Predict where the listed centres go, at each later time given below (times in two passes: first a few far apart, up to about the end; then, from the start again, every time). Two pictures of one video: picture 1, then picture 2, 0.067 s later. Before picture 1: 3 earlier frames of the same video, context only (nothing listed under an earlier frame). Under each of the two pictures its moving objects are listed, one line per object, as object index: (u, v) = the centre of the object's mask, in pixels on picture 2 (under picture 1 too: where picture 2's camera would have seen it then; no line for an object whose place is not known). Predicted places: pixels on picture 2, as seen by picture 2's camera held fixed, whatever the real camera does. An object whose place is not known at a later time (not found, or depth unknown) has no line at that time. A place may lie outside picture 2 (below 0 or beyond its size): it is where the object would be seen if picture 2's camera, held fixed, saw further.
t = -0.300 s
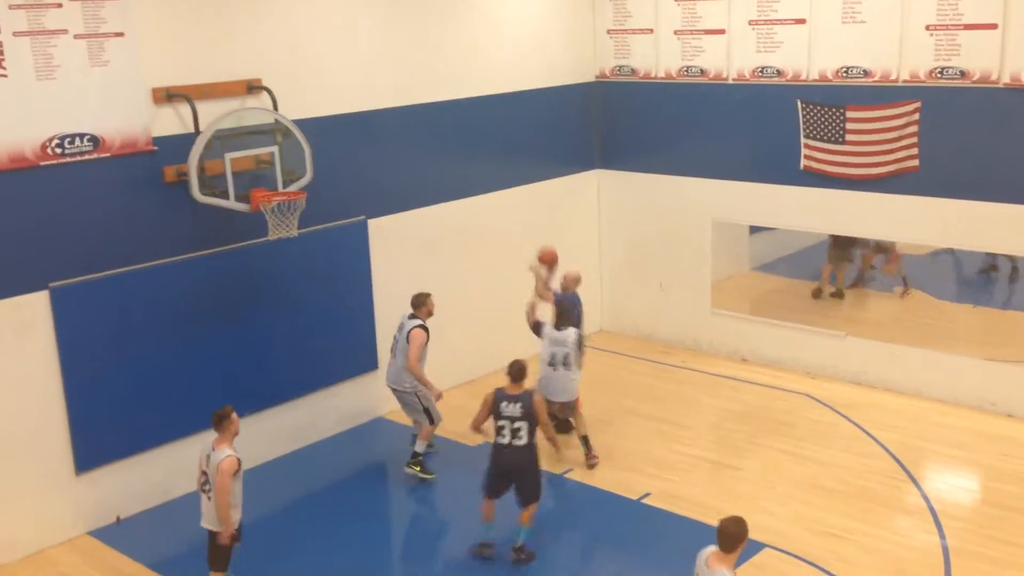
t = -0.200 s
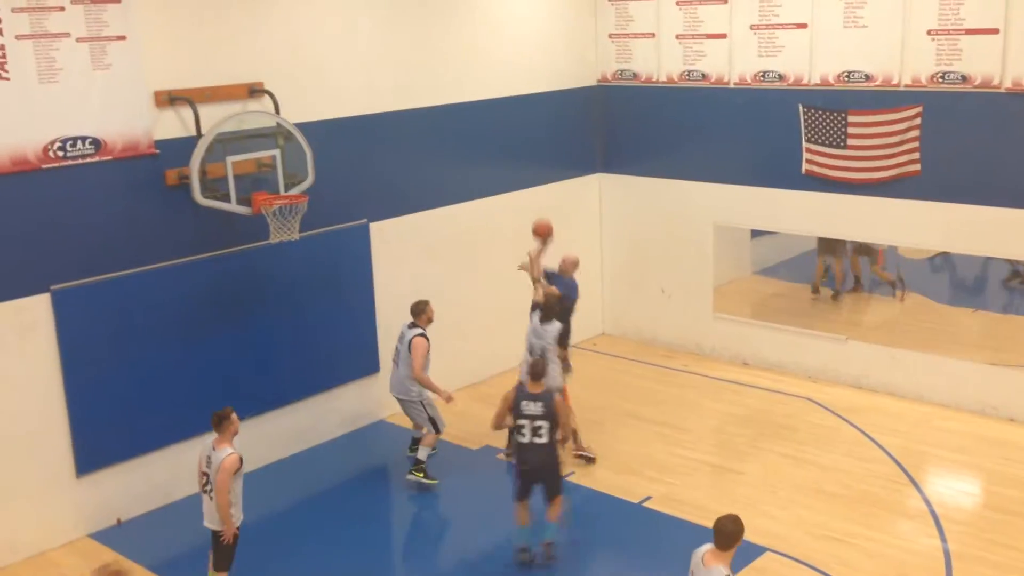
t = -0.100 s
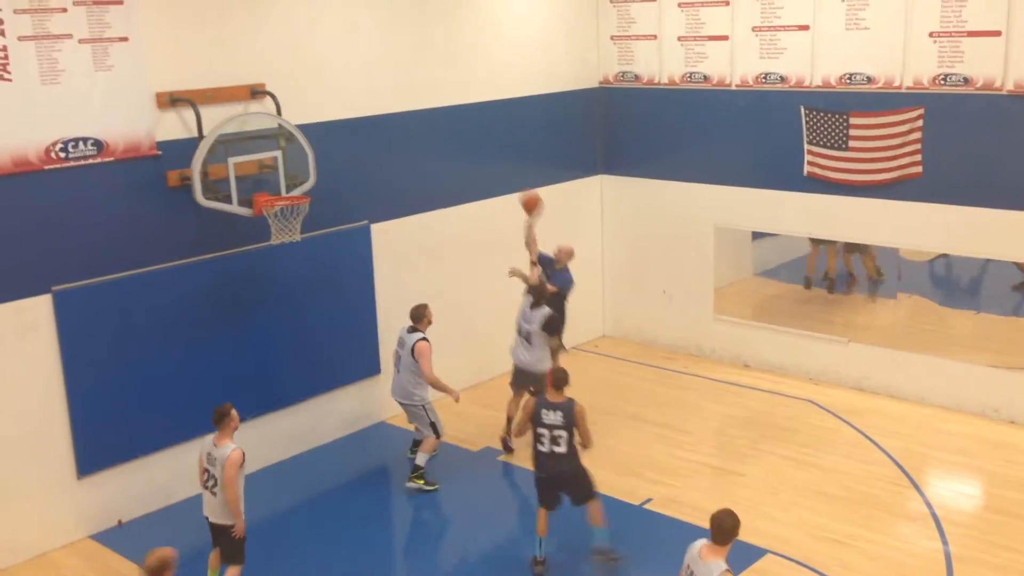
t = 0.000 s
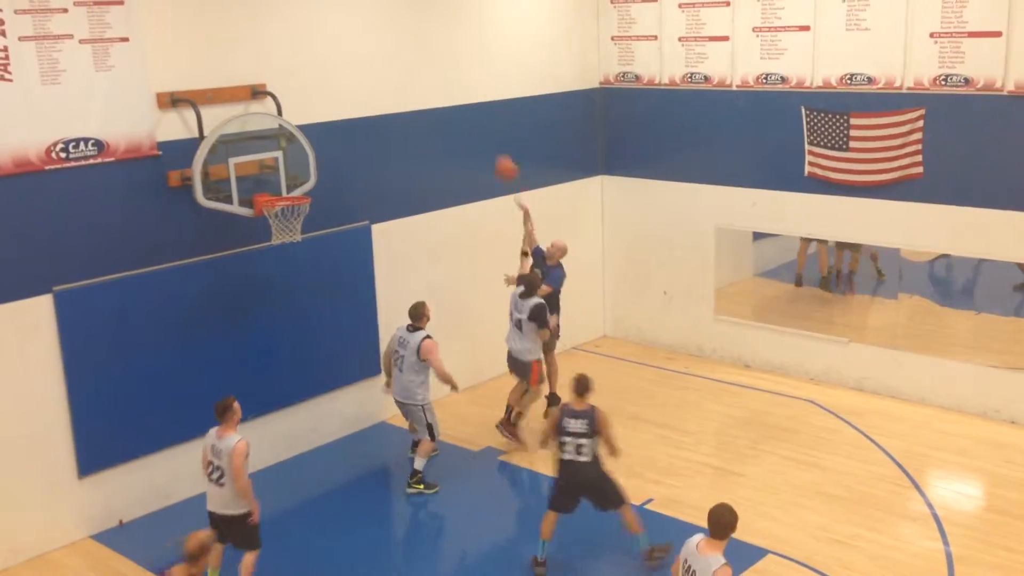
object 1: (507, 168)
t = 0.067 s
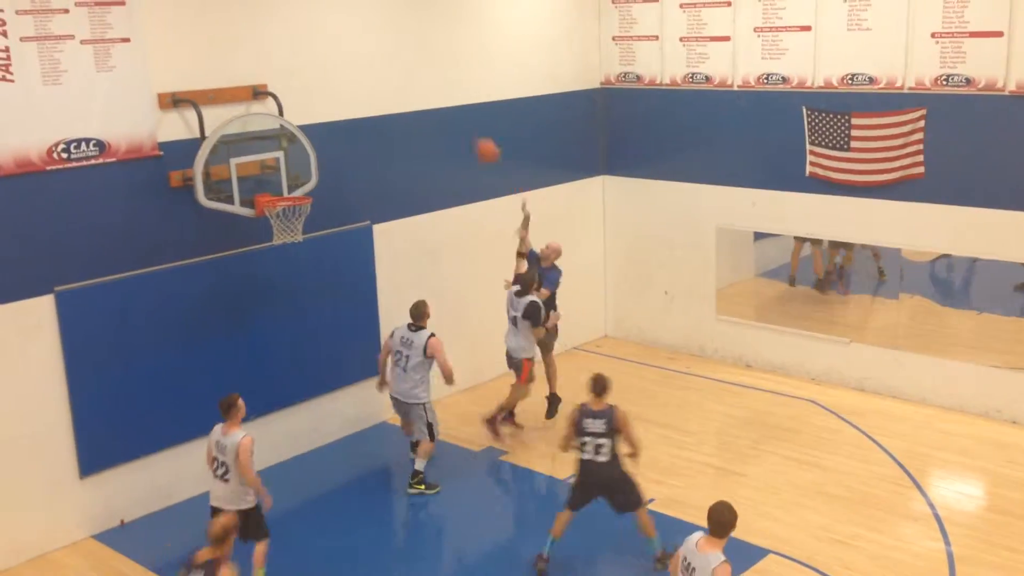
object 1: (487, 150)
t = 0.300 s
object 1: (416, 118)
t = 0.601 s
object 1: (320, 148)
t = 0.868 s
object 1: (285, 195)
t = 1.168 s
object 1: (286, 214)
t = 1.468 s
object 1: (284, 233)
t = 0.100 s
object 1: (477, 142)
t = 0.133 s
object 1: (467, 136)
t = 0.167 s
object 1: (457, 130)
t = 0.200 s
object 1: (447, 125)
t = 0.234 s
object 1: (437, 122)
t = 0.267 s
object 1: (426, 119)
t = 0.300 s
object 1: (416, 118)
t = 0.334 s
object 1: (405, 116)
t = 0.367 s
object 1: (394, 117)
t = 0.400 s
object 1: (384, 118)
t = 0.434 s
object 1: (372, 120)
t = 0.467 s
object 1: (362, 124)
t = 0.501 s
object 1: (351, 128)
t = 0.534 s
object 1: (340, 134)
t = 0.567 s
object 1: (330, 140)
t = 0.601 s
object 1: (320, 148)
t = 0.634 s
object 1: (308, 158)
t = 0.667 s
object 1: (297, 169)
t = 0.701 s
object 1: (286, 181)
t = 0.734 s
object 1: (274, 193)
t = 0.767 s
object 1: (278, 193)
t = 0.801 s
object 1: (292, 195)
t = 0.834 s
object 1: (291, 195)
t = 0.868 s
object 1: (285, 195)
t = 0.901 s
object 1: (279, 197)
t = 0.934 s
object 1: (280, 195)
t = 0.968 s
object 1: (286, 195)
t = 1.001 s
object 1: (291, 195)
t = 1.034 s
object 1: (291, 195)
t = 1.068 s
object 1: (290, 196)
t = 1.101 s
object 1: (288, 198)
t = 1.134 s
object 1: (287, 204)
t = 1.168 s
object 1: (286, 214)
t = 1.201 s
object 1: (284, 216)
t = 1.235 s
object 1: (284, 216)
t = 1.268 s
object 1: (282, 216)
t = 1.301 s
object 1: (282, 218)
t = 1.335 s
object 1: (283, 220)
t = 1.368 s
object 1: (283, 221)
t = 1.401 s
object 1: (282, 226)
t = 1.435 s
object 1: (284, 233)
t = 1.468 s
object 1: (284, 233)
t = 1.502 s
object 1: (286, 238)
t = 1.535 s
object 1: (287, 248)
